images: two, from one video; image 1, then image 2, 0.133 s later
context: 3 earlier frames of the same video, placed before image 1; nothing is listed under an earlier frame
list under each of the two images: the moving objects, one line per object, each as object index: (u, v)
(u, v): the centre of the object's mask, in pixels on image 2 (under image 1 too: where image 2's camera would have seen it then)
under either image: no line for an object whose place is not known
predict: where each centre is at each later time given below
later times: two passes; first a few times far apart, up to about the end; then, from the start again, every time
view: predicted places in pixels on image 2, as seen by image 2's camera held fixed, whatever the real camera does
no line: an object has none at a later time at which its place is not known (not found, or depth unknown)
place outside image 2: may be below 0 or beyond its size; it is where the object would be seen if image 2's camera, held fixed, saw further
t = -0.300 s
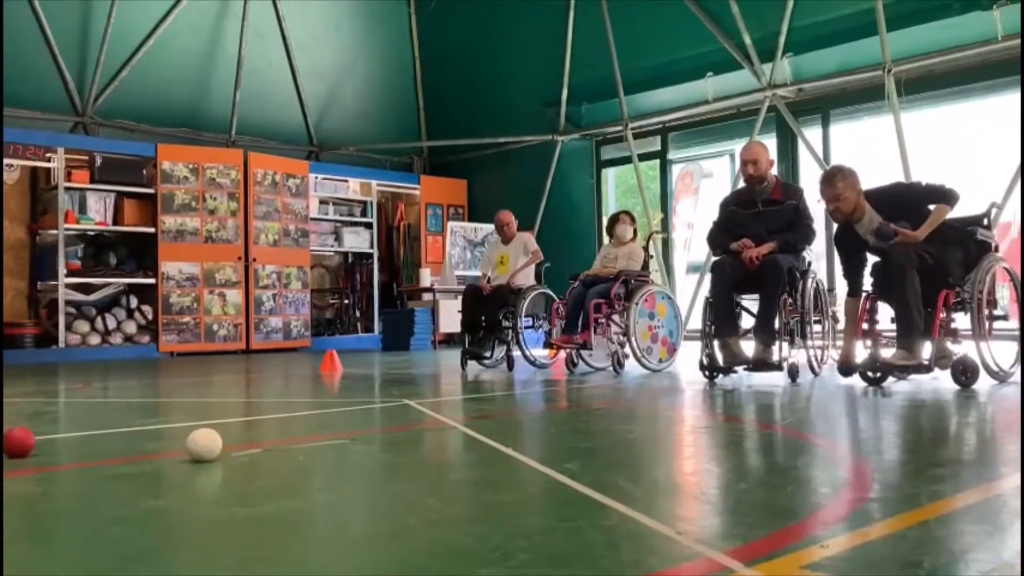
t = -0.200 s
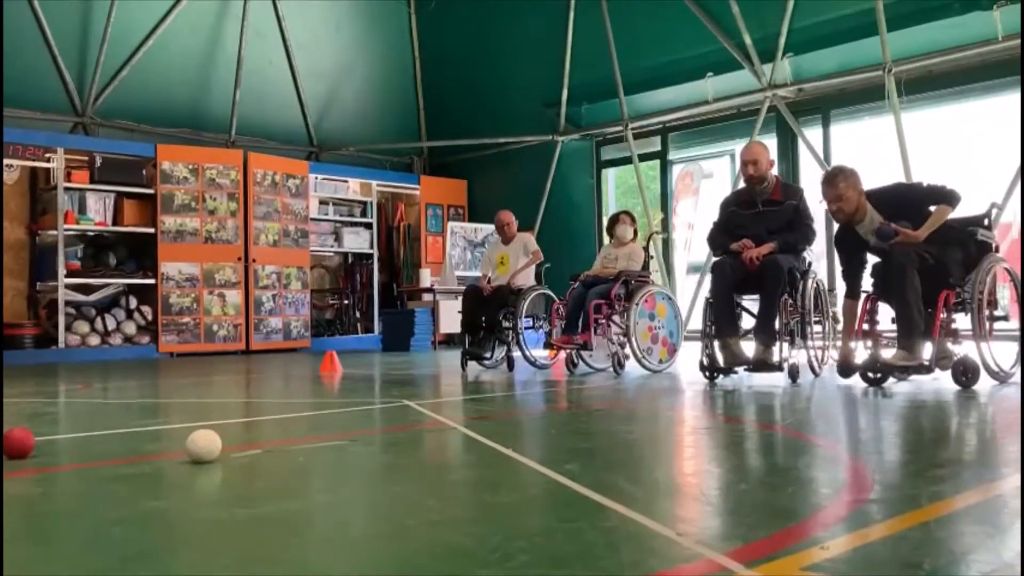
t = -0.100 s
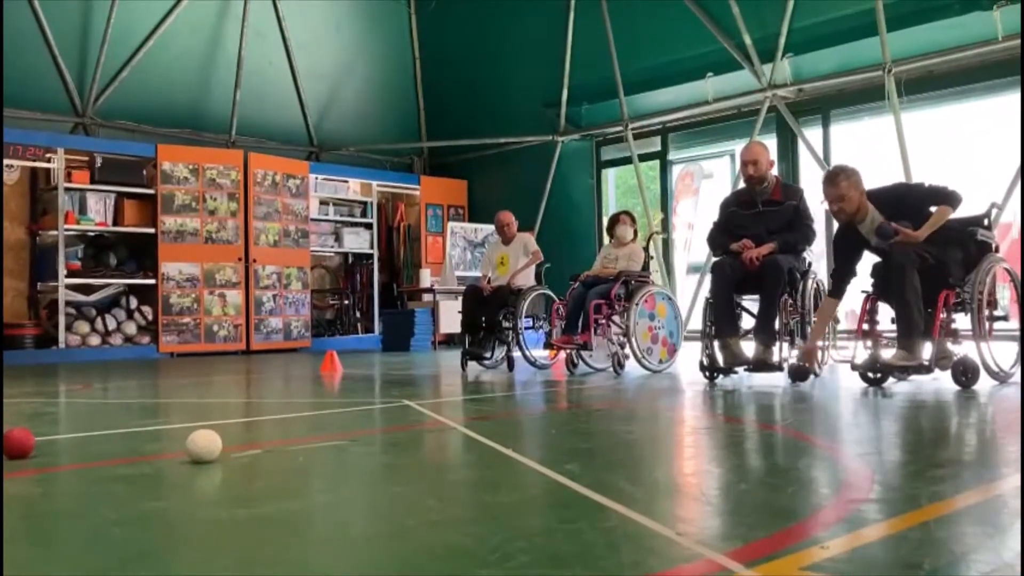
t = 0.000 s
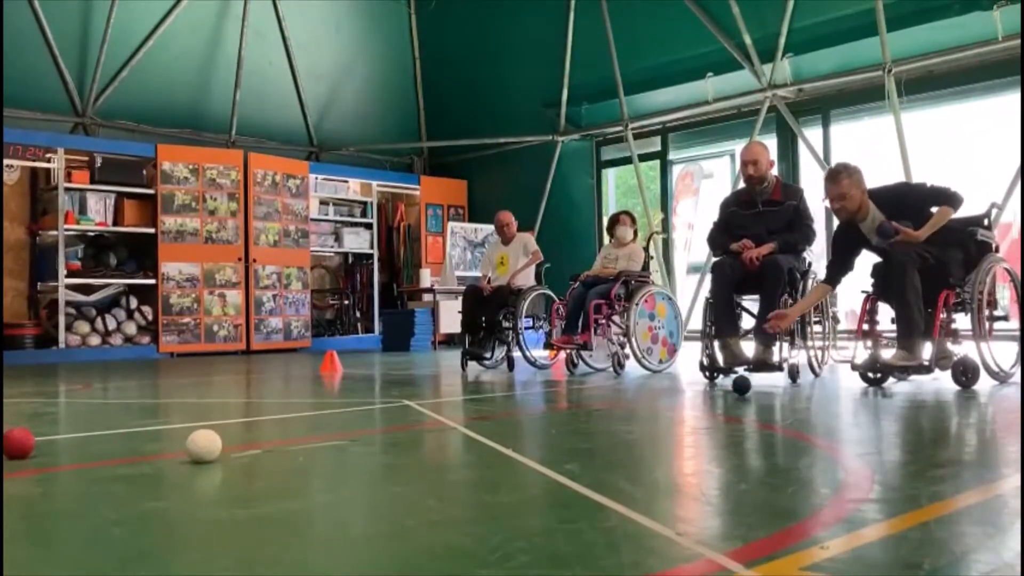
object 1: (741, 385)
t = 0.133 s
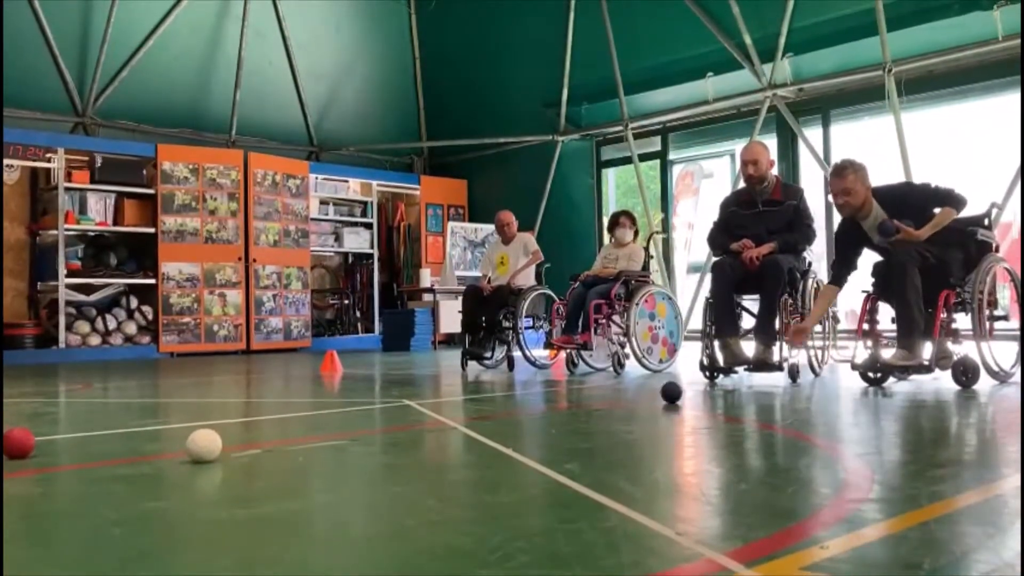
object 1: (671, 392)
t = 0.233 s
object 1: (617, 398)
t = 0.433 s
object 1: (506, 410)
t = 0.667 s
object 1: (385, 425)
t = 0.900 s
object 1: (292, 435)
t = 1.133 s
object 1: (245, 439)
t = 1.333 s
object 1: (244, 439)
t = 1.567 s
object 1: (244, 439)
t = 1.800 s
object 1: (245, 439)
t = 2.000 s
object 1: (245, 439)
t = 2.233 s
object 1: (245, 439)
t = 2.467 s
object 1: (244, 439)
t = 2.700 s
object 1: (244, 439)
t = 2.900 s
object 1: (244, 438)
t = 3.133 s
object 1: (244, 438)
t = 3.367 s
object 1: (244, 439)
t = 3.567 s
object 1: (243, 438)
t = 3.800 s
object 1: (244, 438)
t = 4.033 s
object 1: (244, 438)
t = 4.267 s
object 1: (244, 439)
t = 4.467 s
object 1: (244, 438)
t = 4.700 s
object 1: (244, 438)
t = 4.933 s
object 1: (244, 438)
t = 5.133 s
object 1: (244, 438)
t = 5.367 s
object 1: (244, 439)
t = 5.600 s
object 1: (244, 439)
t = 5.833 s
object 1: (244, 439)
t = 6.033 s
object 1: (244, 438)
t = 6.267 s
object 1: (244, 439)
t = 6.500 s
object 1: (245, 438)
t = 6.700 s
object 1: (244, 438)
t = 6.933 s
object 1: (245, 439)
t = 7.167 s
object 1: (244, 438)
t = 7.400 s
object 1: (244, 438)
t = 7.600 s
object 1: (244, 439)
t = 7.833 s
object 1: (245, 439)
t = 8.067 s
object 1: (244, 439)
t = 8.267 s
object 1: (244, 439)
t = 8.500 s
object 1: (244, 438)
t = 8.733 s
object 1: (244, 439)
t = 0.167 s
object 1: (653, 394)
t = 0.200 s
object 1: (635, 396)
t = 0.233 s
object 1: (617, 398)
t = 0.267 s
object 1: (598, 401)
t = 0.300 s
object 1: (580, 403)
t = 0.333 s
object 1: (561, 404)
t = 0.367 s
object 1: (543, 407)
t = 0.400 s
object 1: (524, 408)
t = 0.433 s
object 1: (506, 410)
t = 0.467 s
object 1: (488, 413)
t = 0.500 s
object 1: (471, 415)
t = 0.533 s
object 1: (453, 417)
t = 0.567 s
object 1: (435, 419)
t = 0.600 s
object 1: (418, 421)
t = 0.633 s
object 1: (401, 423)
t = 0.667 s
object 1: (385, 425)
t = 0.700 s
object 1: (369, 426)
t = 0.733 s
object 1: (354, 428)
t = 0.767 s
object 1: (339, 430)
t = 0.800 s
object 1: (326, 431)
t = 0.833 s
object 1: (313, 432)
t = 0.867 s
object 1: (302, 434)
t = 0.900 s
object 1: (292, 435)
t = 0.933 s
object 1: (282, 436)
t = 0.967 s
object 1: (273, 437)
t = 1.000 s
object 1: (265, 438)
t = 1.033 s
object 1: (258, 438)
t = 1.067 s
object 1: (252, 438)
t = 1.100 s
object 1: (248, 439)
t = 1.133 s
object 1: (245, 439)
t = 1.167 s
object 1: (243, 439)
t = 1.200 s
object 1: (243, 439)
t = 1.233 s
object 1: (244, 439)
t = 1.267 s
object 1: (244, 439)
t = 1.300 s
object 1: (244, 439)
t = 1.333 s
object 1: (244, 439)
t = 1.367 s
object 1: (244, 439)
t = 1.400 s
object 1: (244, 439)
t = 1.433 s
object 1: (244, 439)
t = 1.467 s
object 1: (244, 439)
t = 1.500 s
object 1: (244, 439)
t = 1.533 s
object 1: (244, 439)
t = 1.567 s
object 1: (244, 439)
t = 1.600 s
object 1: (244, 439)
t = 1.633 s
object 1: (244, 439)
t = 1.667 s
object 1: (244, 439)
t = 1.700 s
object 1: (244, 439)
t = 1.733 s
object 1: (245, 439)
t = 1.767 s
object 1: (245, 439)
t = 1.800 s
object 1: (245, 439)
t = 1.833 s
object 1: (245, 439)
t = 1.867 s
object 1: (245, 439)
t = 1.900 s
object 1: (245, 438)
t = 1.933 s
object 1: (245, 438)
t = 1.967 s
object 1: (245, 439)
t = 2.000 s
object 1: (245, 439)
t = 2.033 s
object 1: (244, 439)
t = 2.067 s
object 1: (244, 439)
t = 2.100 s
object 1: (245, 439)
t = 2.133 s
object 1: (245, 439)
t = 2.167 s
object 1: (244, 439)
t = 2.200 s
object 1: (244, 439)
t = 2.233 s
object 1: (245, 439)
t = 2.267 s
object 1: (244, 439)
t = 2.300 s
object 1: (244, 439)
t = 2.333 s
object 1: (244, 439)
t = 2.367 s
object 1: (245, 439)
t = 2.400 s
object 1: (244, 439)
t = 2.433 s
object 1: (245, 439)
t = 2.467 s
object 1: (244, 439)
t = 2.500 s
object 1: (244, 439)
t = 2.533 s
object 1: (245, 439)
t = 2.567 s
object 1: (244, 439)
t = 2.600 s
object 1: (244, 439)
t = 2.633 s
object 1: (244, 439)
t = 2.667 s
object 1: (244, 439)
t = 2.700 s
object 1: (244, 439)
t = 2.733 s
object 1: (244, 439)
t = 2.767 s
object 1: (244, 439)
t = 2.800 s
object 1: (244, 439)
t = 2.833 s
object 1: (245, 439)
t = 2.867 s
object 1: (244, 439)
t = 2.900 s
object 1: (244, 438)
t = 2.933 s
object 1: (244, 439)
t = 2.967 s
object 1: (244, 439)
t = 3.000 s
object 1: (244, 438)
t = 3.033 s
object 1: (244, 439)
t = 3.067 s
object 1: (244, 438)
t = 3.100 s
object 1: (244, 438)
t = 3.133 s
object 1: (244, 438)
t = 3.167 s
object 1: (244, 438)
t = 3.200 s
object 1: (244, 438)
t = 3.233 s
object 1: (244, 439)
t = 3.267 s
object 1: (244, 439)
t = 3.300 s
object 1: (245, 439)
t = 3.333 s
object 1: (244, 438)
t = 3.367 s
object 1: (244, 439)
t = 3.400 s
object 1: (244, 439)
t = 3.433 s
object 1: (244, 439)
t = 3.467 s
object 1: (244, 439)
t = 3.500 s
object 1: (244, 439)
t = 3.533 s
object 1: (244, 439)
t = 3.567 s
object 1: (243, 438)
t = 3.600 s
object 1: (244, 438)
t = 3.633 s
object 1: (244, 438)
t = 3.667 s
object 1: (244, 438)
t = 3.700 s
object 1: (244, 438)
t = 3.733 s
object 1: (244, 438)
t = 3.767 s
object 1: (244, 438)
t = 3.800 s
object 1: (244, 438)
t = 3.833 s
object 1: (244, 438)
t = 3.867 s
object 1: (244, 438)
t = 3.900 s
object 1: (244, 439)
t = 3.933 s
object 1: (244, 438)
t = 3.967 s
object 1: (244, 438)
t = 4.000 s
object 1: (244, 438)
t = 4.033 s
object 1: (244, 438)
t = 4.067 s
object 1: (244, 438)
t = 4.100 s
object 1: (244, 438)
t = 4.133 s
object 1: (244, 438)
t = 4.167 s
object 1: (244, 438)
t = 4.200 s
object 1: (244, 438)
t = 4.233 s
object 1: (244, 438)
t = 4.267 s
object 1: (244, 439)
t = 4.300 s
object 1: (244, 438)
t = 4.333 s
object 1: (244, 438)
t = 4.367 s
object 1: (244, 438)
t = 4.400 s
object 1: (244, 438)
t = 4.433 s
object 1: (244, 438)
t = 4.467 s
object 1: (244, 438)
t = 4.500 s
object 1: (244, 438)
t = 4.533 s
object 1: (244, 438)
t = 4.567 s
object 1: (244, 438)
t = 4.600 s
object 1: (244, 439)
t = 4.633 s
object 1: (244, 438)
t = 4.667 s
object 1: (244, 438)
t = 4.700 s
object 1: (244, 438)
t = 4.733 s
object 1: (244, 439)
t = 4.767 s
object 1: (244, 438)
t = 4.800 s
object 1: (244, 438)
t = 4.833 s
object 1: (244, 439)
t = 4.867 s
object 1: (244, 438)
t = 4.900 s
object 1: (244, 439)
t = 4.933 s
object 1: (244, 438)
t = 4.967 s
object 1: (244, 439)
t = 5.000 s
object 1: (244, 439)
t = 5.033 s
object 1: (244, 439)
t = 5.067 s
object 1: (244, 439)
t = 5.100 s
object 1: (244, 439)
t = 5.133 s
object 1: (244, 438)
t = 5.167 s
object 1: (244, 438)
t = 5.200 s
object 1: (244, 438)
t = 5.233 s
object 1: (244, 438)
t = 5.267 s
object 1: (244, 438)
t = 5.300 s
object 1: (244, 438)
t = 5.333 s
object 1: (244, 438)
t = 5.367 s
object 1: (244, 439)
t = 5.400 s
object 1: (244, 439)
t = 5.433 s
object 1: (244, 439)
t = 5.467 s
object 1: (244, 438)
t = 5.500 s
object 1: (244, 438)
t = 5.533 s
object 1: (244, 438)
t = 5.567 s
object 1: (244, 439)
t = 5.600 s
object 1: (244, 439)
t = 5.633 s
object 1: (244, 439)
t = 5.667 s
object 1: (244, 439)
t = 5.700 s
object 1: (244, 439)
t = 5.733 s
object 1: (244, 438)
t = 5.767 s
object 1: (244, 438)
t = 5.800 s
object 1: (244, 438)
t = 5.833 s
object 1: (244, 439)
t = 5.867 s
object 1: (244, 438)
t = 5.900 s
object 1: (244, 439)
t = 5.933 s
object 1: (244, 438)
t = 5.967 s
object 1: (244, 438)
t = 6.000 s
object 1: (244, 438)
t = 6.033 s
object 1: (244, 438)
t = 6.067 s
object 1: (244, 438)
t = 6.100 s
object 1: (244, 438)
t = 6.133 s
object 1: (244, 438)
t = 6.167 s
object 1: (244, 439)
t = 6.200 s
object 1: (244, 439)
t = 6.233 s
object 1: (244, 439)
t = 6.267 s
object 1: (244, 439)
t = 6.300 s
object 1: (244, 439)
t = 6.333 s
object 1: (244, 439)
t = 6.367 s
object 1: (244, 439)
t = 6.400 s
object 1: (244, 438)
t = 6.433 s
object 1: (244, 438)
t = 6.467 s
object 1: (244, 439)
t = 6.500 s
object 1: (245, 438)
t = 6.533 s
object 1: (245, 438)
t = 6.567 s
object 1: (244, 438)
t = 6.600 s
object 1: (244, 438)
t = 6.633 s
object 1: (244, 438)
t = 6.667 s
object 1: (244, 438)
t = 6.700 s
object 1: (244, 438)
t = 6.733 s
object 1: (244, 438)
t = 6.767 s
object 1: (244, 438)
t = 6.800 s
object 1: (244, 438)
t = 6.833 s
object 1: (244, 438)
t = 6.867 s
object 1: (244, 438)
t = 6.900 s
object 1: (244, 439)
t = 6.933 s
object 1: (245, 439)
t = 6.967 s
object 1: (244, 439)
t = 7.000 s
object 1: (244, 439)
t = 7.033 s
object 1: (244, 439)
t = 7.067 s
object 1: (244, 439)
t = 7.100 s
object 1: (244, 439)
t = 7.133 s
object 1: (244, 439)
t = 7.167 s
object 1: (244, 438)
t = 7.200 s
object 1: (244, 439)
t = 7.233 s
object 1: (244, 439)
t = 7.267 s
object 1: (244, 439)
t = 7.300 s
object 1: (244, 439)
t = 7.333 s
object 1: (244, 439)
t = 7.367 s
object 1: (244, 439)
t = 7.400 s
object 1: (244, 438)
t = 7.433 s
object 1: (244, 439)
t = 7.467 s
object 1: (244, 438)
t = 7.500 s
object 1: (244, 439)
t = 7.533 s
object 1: (244, 439)
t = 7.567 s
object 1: (244, 439)
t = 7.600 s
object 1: (244, 439)
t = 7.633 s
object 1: (244, 439)
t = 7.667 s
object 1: (245, 439)
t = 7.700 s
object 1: (245, 438)
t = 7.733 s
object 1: (245, 439)
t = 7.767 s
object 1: (244, 439)
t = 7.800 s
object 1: (244, 439)
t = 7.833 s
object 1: (245, 439)
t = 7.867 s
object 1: (244, 439)
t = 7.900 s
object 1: (244, 439)
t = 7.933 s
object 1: (244, 439)
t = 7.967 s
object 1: (244, 439)
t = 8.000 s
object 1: (244, 439)
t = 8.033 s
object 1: (244, 439)
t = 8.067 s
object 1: (244, 439)
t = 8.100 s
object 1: (244, 438)
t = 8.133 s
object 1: (244, 438)
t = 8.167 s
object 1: (244, 438)
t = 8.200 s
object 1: (244, 438)
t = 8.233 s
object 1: (244, 438)
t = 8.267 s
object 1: (244, 439)
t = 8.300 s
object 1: (244, 439)
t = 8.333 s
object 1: (244, 438)
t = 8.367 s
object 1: (244, 439)
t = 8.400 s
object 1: (244, 438)
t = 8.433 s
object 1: (244, 439)
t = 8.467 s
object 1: (244, 439)
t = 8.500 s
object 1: (244, 438)
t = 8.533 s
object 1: (244, 438)
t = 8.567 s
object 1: (244, 438)
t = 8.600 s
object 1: (244, 438)
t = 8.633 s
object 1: (244, 438)
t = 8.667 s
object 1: (244, 438)
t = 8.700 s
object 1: (244, 439)
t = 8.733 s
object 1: (244, 439)
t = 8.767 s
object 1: (244, 438)
